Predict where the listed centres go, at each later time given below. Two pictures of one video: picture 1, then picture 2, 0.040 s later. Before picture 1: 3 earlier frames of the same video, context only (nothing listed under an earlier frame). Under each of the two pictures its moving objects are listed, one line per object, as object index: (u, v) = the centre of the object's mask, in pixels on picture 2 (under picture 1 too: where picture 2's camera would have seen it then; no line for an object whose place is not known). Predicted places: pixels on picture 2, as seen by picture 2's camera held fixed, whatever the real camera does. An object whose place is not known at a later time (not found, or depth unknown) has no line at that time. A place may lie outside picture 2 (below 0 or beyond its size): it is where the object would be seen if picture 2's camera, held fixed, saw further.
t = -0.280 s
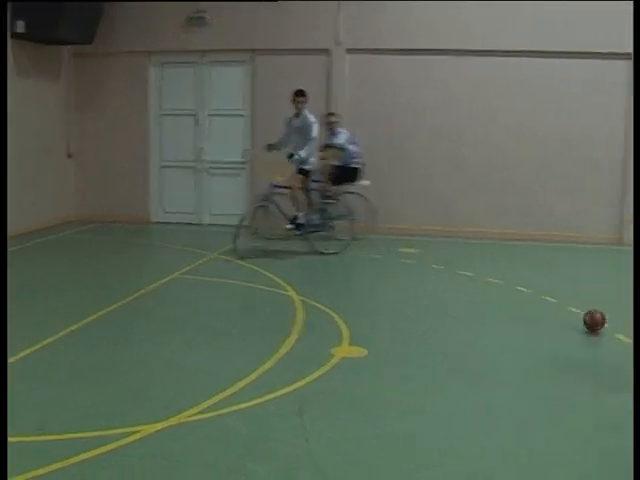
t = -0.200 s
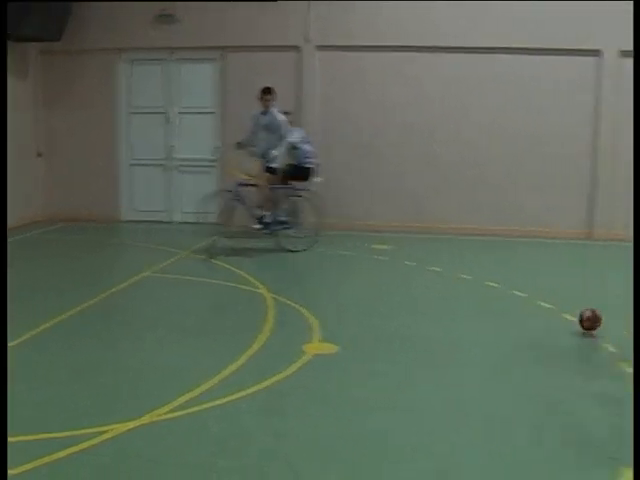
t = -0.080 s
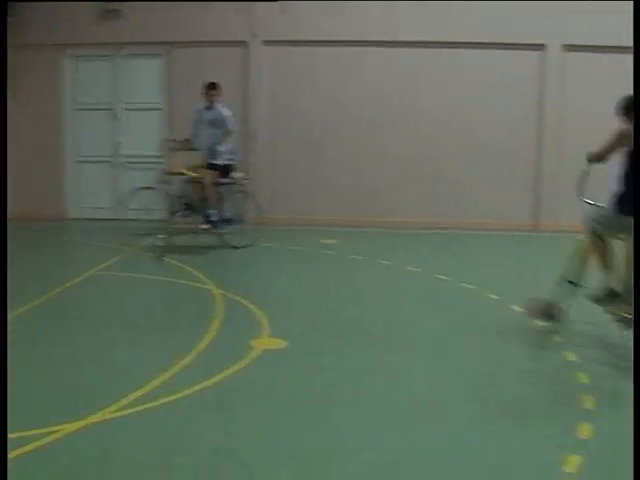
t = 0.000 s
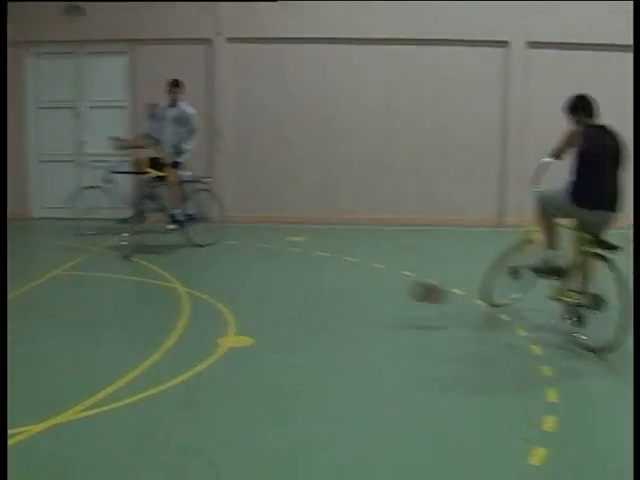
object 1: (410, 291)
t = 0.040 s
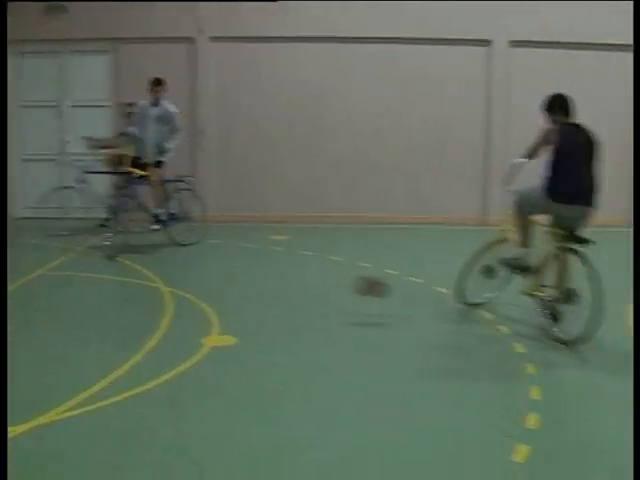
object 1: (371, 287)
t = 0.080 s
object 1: (329, 285)
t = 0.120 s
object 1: (288, 286)
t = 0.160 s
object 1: (250, 290)
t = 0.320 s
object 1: (110, 296)
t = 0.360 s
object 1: (79, 291)
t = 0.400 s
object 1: (50, 289)
